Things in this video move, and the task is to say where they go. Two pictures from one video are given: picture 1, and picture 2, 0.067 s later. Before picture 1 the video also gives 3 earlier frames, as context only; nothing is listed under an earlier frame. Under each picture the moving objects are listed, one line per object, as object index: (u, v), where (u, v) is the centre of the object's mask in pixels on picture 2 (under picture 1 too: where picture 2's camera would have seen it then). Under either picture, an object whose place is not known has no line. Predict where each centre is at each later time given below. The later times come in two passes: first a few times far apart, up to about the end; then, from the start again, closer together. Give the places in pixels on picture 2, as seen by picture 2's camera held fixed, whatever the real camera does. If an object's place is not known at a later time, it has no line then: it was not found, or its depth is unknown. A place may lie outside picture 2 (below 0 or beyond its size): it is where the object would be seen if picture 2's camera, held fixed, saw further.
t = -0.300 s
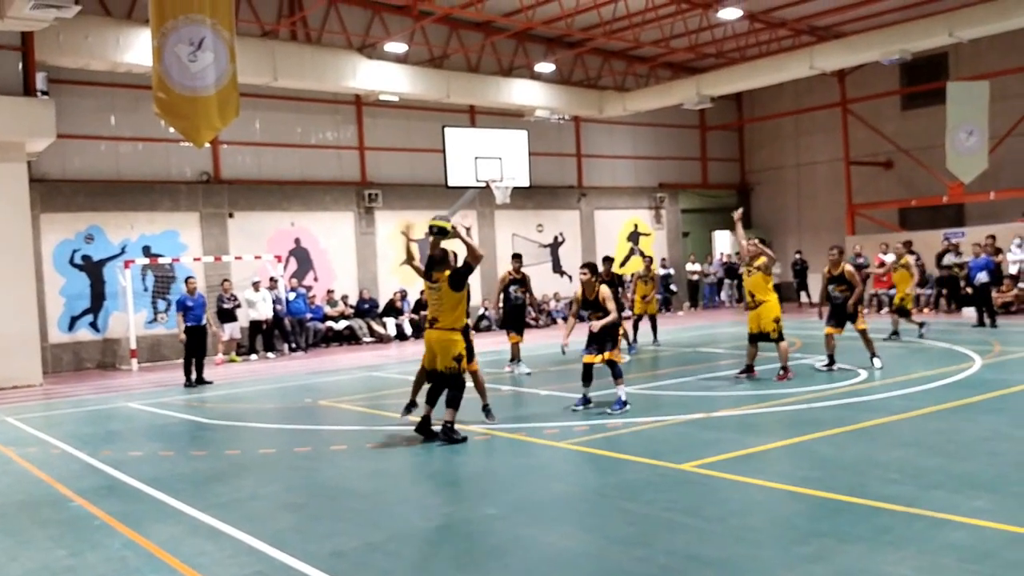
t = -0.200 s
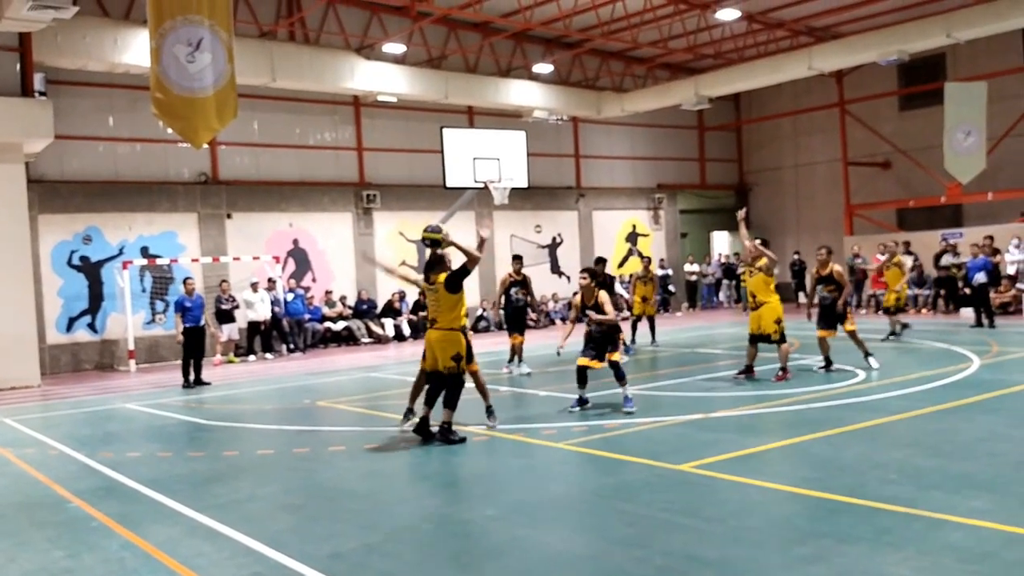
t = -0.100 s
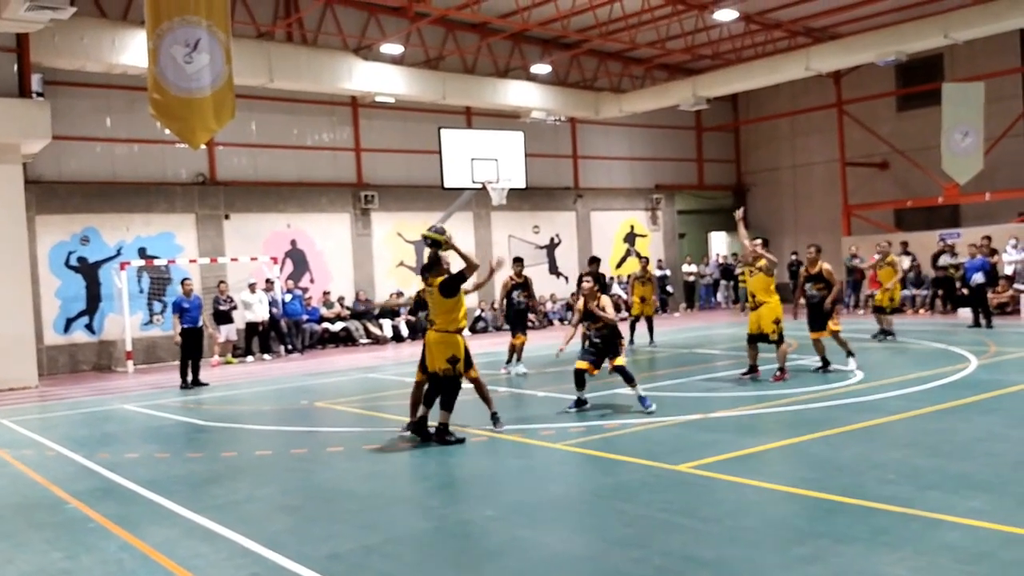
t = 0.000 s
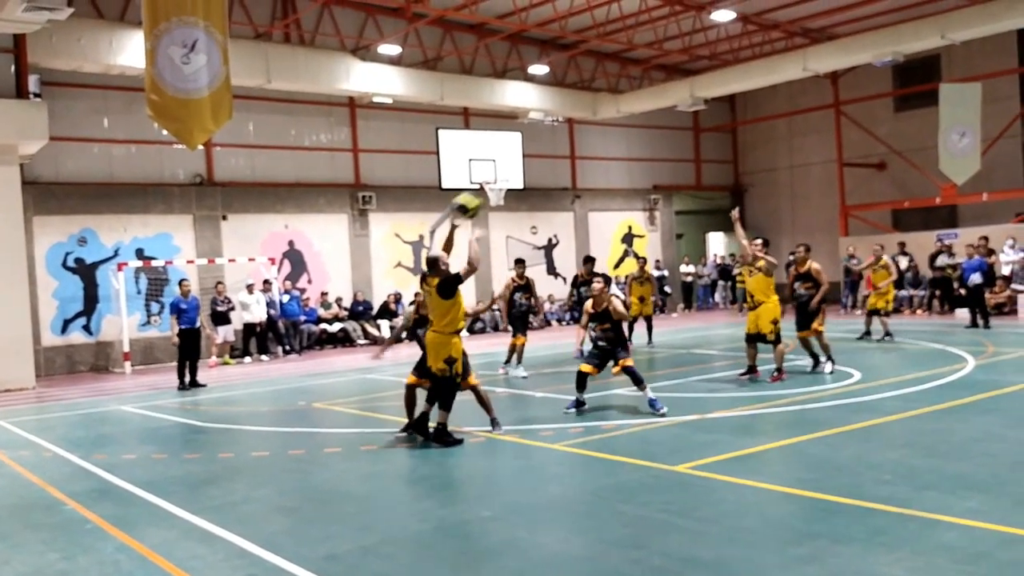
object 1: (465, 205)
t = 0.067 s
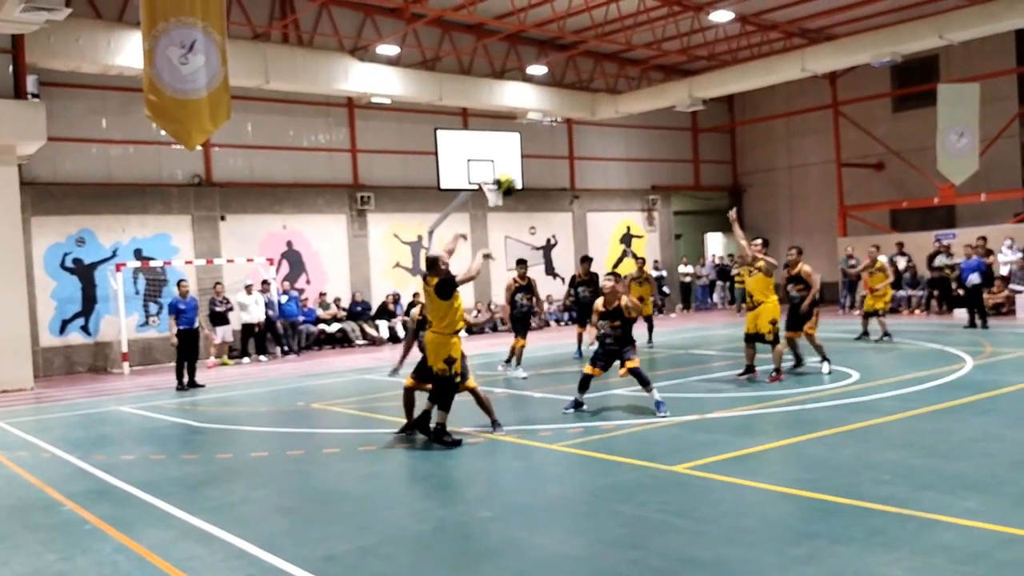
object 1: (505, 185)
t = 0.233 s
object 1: (595, 149)
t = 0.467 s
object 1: (707, 148)
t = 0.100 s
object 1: (526, 172)
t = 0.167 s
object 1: (560, 158)
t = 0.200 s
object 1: (578, 153)
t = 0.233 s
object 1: (595, 149)
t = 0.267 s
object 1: (612, 147)
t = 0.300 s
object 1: (629, 144)
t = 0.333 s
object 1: (645, 142)
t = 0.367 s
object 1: (662, 142)
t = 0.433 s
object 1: (692, 145)
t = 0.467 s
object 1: (707, 148)
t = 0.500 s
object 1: (722, 152)
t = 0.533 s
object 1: (736, 158)
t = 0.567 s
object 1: (749, 163)
